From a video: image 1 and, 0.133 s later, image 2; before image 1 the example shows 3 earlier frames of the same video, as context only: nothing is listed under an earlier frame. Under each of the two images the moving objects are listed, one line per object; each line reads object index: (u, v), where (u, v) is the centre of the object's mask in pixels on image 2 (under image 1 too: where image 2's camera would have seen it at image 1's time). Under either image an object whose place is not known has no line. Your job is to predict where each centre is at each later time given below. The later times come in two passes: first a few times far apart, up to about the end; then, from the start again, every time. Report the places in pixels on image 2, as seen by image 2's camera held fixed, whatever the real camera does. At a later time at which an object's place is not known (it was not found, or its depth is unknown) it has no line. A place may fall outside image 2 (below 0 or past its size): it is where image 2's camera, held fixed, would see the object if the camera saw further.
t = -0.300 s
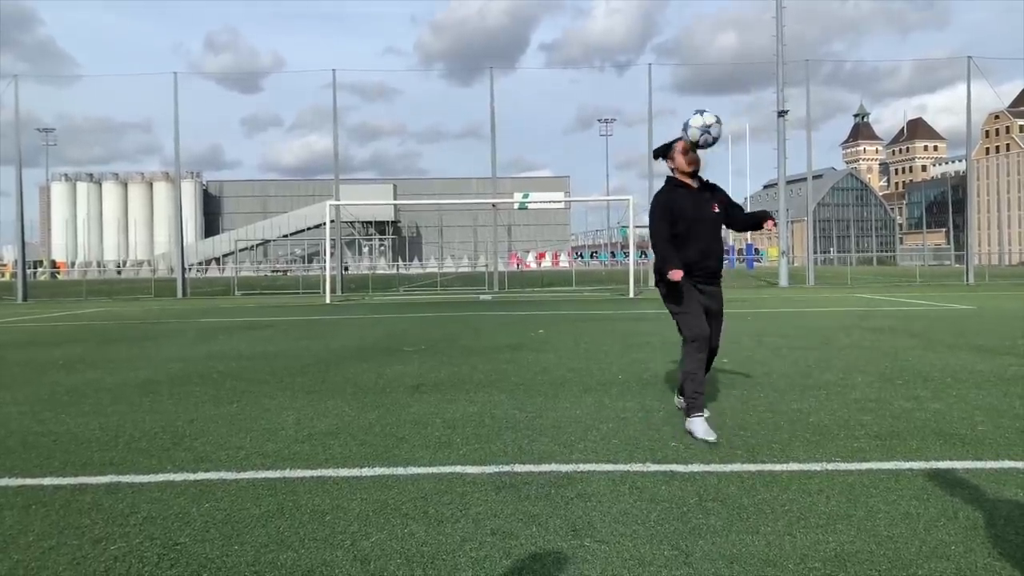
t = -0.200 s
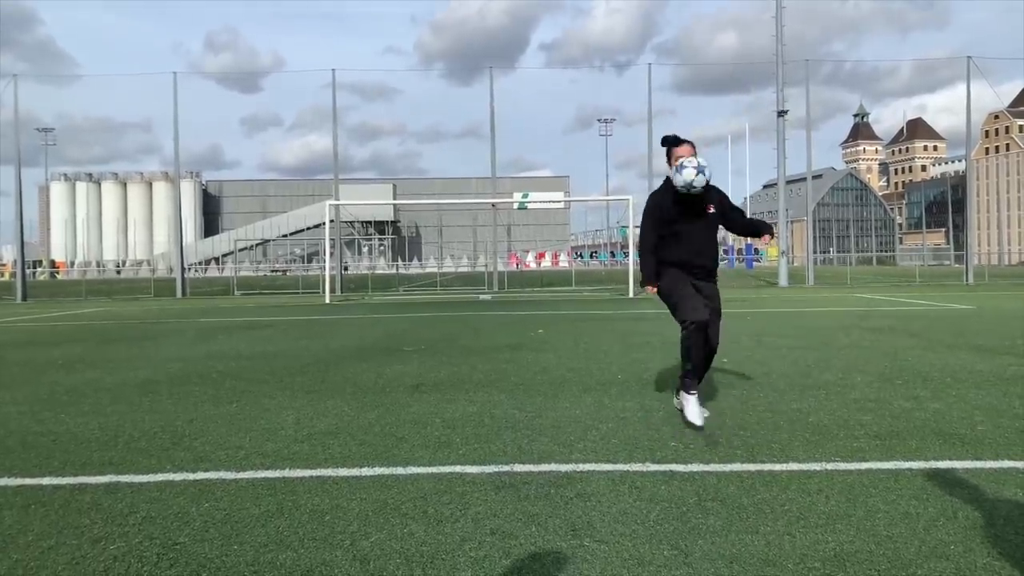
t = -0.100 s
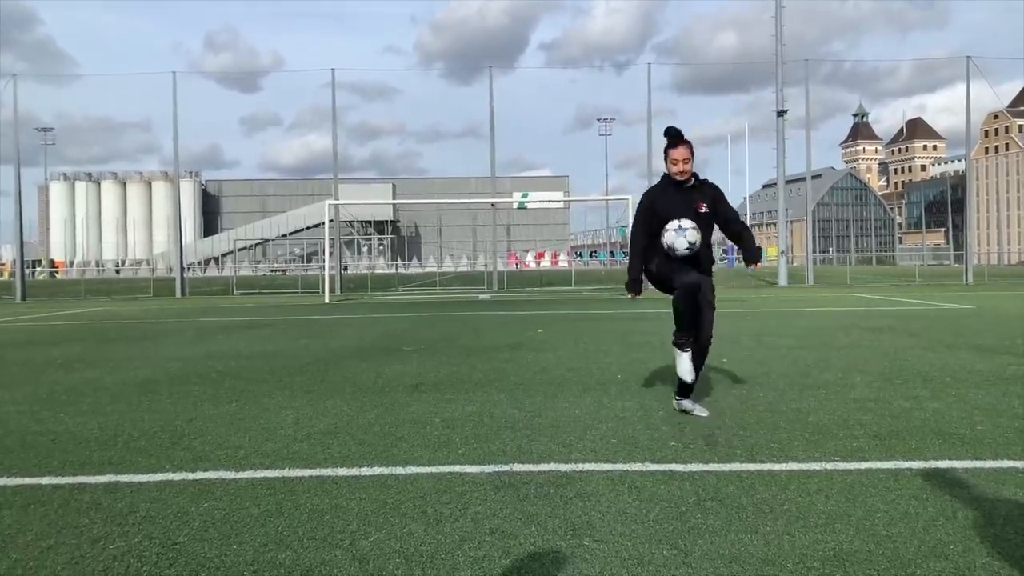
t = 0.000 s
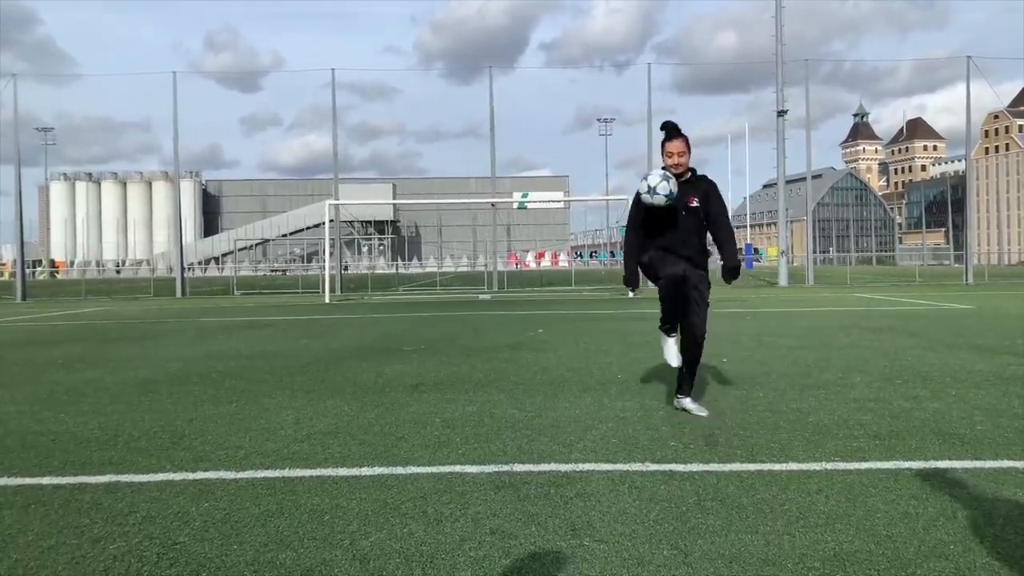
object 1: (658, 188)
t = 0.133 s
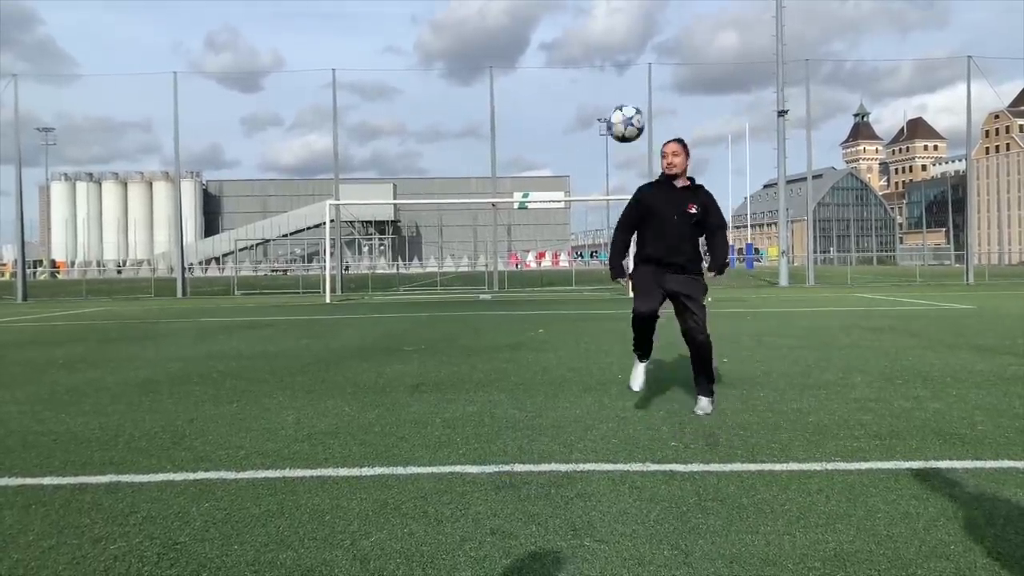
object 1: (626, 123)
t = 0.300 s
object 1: (587, 84)
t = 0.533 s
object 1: (539, 111)
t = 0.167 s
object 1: (617, 112)
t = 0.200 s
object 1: (609, 102)
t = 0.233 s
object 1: (601, 94)
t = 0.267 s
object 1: (594, 88)
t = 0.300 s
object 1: (587, 84)
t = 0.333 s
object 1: (579, 82)
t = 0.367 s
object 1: (572, 83)
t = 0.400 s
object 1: (565, 85)
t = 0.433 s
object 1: (559, 89)
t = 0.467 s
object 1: (552, 94)
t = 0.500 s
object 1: (545, 102)
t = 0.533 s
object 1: (539, 111)
